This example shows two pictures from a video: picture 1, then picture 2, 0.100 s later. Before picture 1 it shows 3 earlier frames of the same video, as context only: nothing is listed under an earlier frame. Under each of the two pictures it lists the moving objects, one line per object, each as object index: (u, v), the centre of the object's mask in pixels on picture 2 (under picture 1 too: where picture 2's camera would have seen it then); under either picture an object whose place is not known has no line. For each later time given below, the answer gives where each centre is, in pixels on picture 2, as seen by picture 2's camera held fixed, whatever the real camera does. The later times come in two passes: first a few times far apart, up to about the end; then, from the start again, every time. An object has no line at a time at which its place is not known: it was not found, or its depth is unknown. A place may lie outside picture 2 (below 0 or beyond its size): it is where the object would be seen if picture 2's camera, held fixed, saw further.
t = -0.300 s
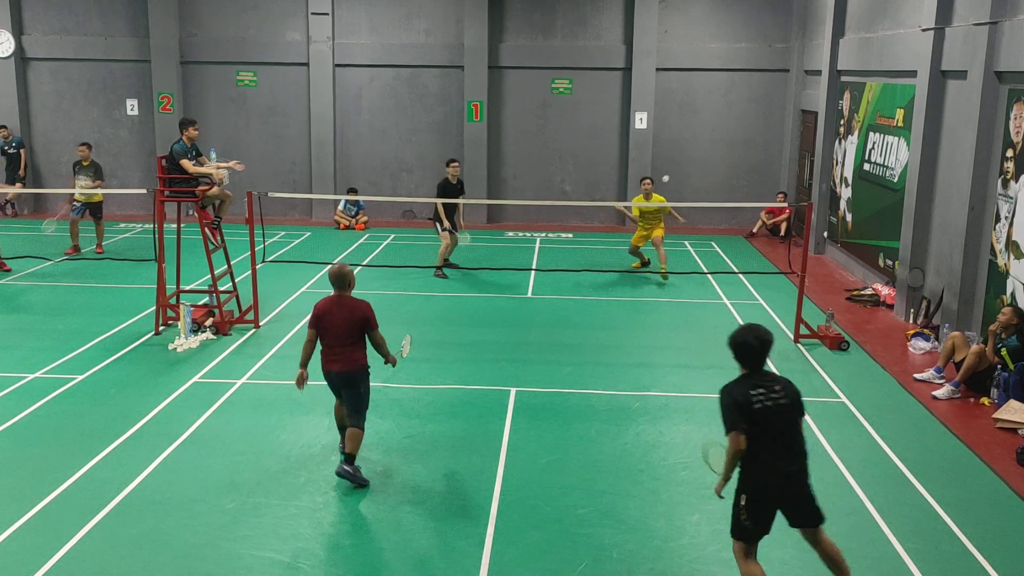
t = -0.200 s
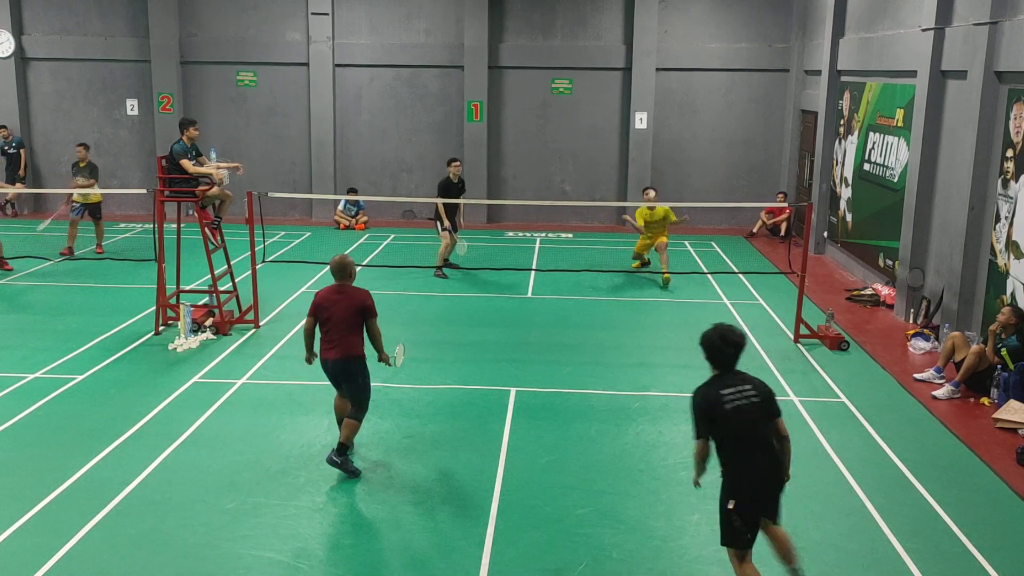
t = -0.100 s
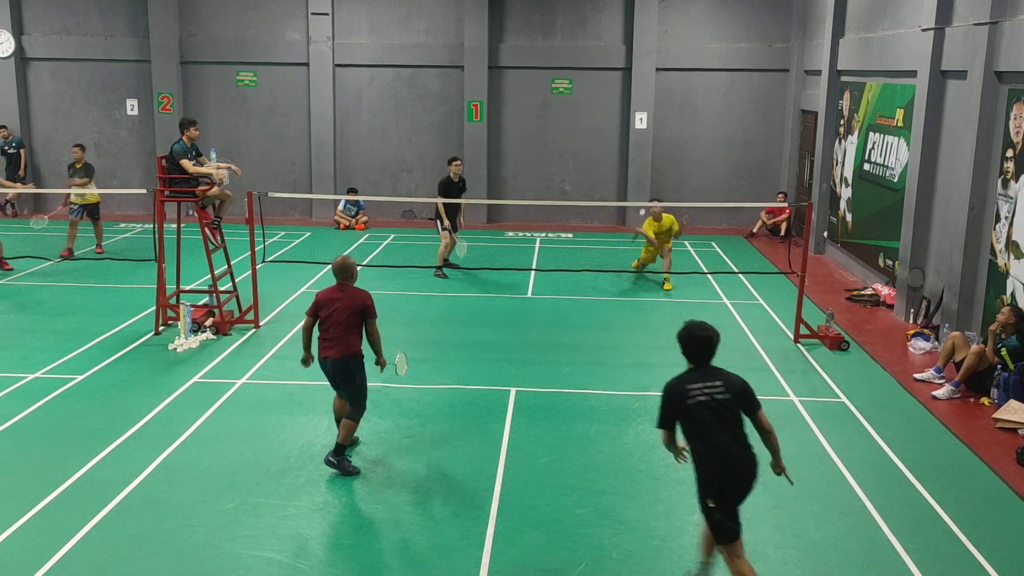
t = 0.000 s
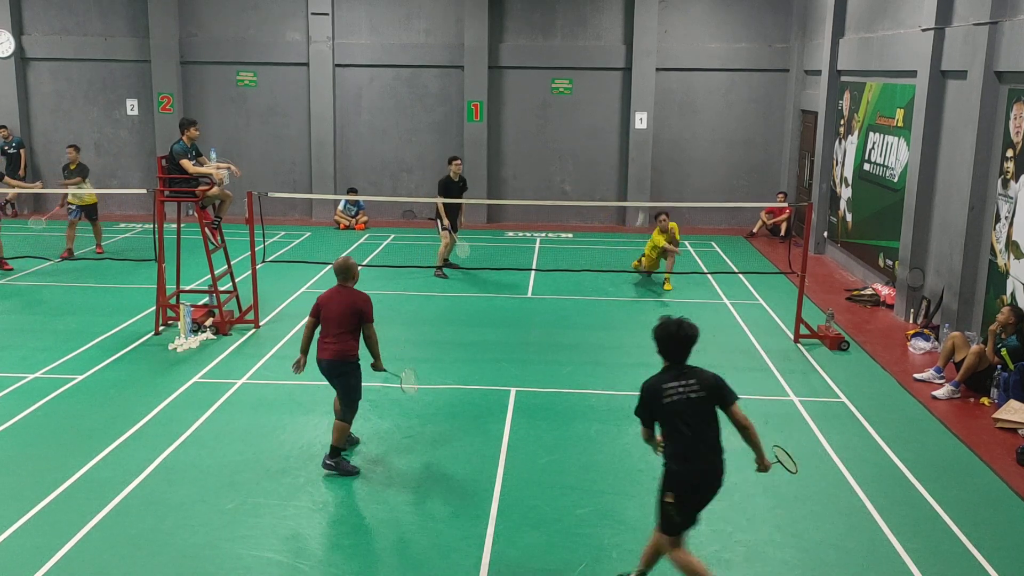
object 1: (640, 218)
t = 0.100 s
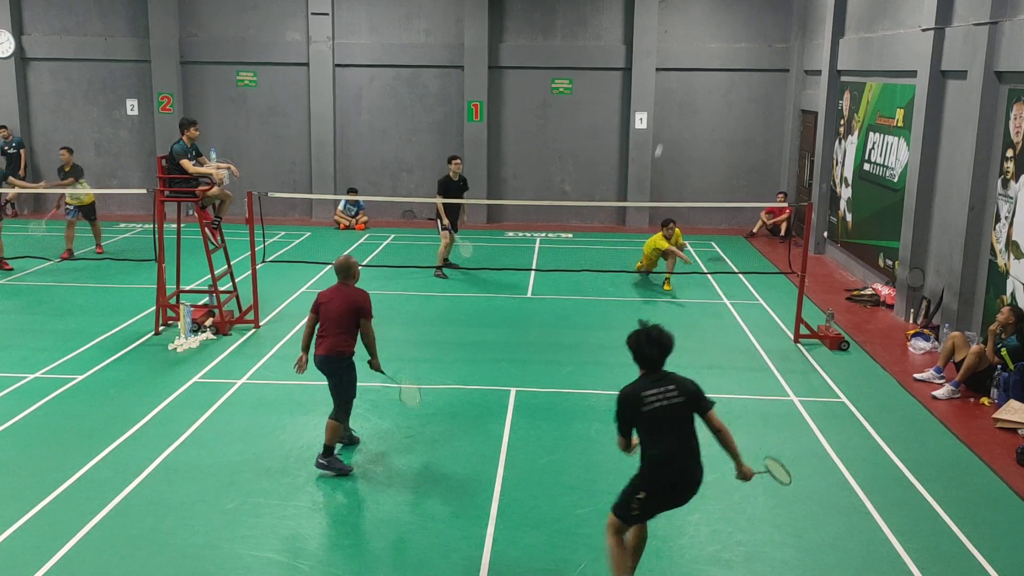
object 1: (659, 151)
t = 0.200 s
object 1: (676, 99)
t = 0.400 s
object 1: (709, 36)
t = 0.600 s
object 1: (742, 21)
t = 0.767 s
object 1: (768, 58)
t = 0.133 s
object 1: (665, 132)
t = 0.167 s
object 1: (670, 115)
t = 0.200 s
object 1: (676, 99)
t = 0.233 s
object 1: (681, 85)
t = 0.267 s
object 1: (687, 73)
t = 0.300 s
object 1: (692, 61)
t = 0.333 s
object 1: (698, 51)
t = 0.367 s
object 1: (703, 43)
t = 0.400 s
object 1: (709, 36)
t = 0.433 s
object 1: (714, 29)
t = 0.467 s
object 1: (720, 25)
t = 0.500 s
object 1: (726, 21)
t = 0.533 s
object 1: (731, 20)
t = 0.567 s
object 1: (737, 19)
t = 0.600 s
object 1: (742, 21)
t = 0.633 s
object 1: (747, 24)
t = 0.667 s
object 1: (752, 29)
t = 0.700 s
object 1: (758, 37)
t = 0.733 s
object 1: (763, 46)
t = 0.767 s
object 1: (768, 58)
